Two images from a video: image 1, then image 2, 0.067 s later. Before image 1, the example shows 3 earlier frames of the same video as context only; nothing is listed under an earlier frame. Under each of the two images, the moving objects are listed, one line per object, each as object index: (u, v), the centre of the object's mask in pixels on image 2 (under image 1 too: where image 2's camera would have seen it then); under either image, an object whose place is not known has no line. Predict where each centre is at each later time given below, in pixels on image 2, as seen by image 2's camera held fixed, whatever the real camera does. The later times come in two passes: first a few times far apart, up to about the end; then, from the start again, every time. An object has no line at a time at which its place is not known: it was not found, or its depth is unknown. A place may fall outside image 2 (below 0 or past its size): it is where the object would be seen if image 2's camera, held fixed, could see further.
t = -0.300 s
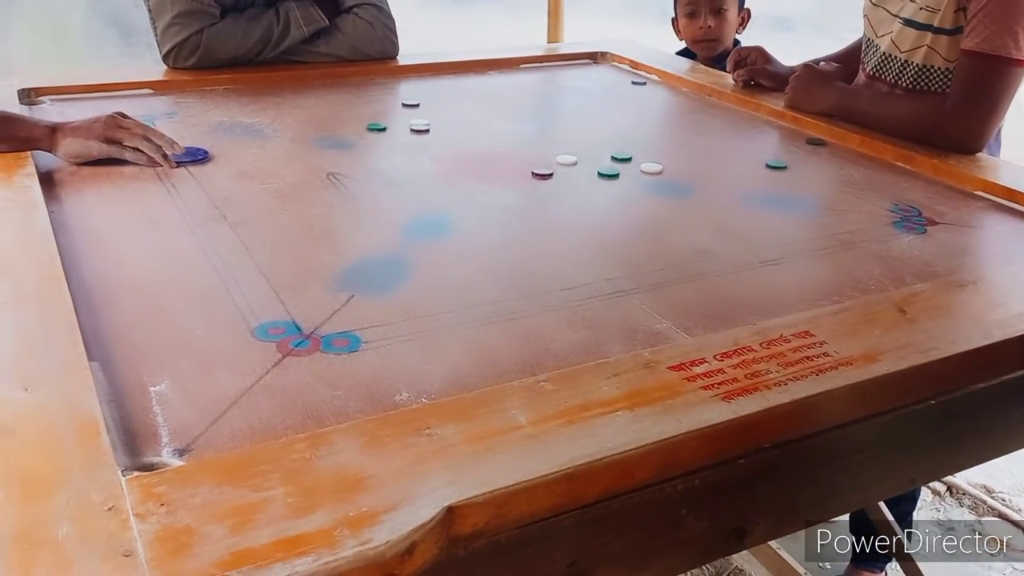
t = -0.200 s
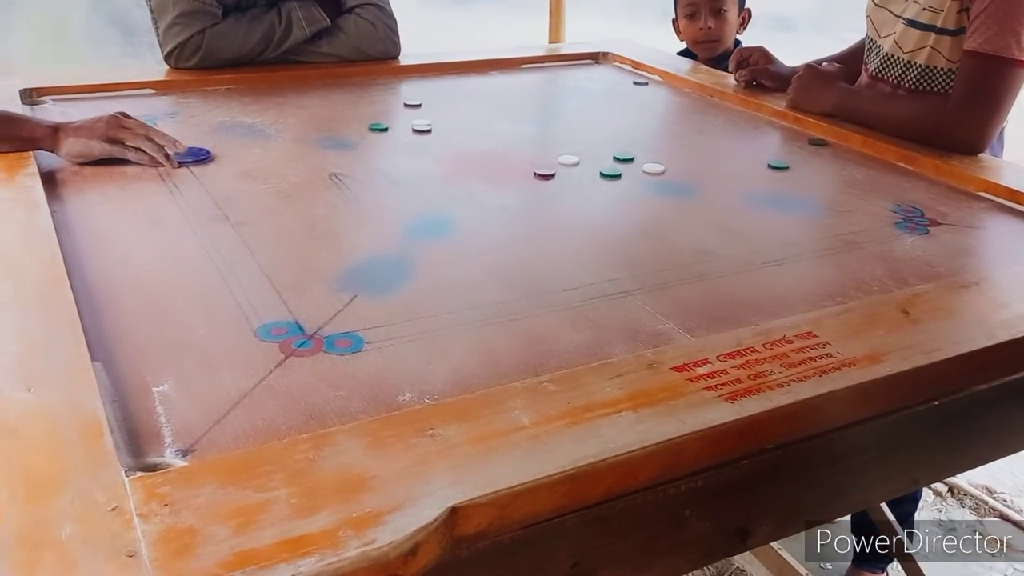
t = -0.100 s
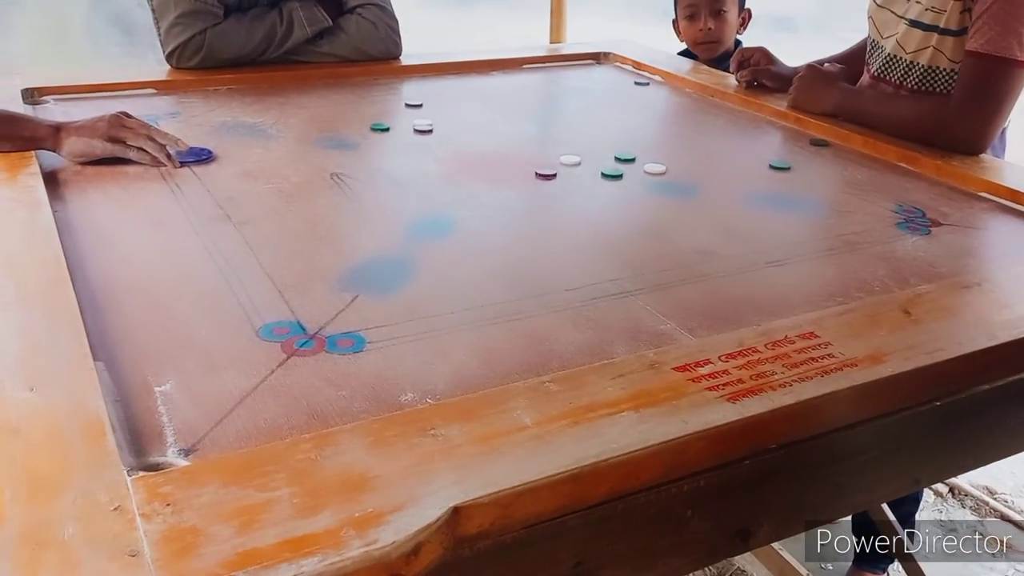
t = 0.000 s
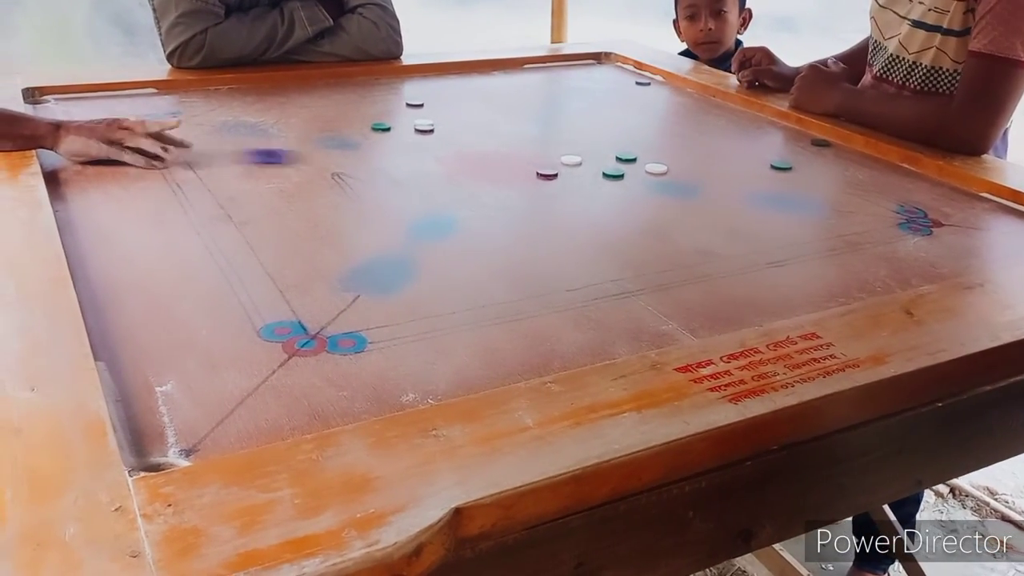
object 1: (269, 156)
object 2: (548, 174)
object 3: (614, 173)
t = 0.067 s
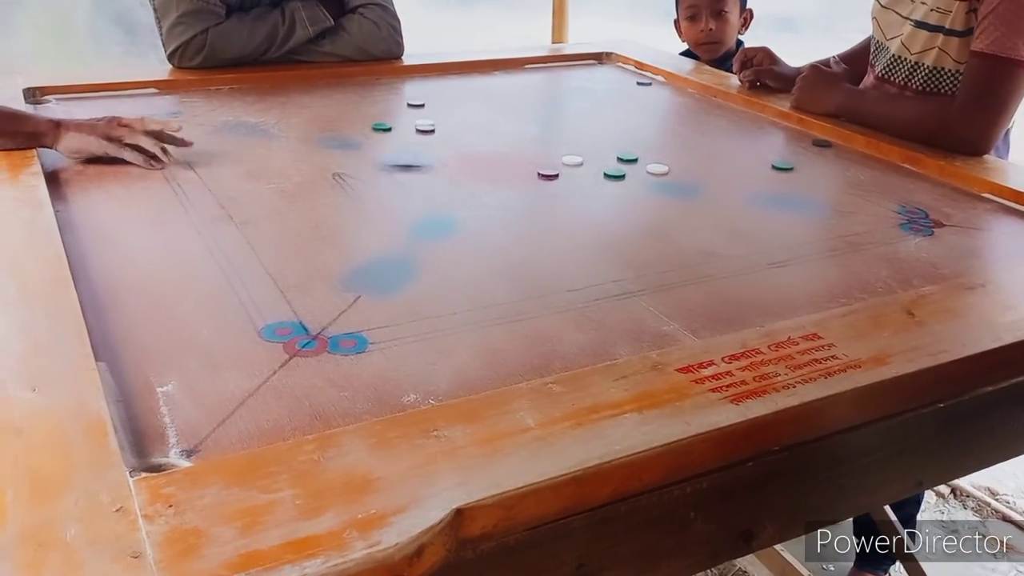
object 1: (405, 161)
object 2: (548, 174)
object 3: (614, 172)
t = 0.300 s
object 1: (693, 159)
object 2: (717, 250)
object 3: (626, 181)
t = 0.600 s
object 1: (787, 141)
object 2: (714, 301)
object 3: (634, 186)
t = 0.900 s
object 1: (799, 139)
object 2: (416, 387)
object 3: (634, 186)
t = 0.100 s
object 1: (473, 161)
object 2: (548, 174)
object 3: (614, 172)
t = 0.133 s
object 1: (535, 161)
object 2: (548, 174)
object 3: (614, 172)
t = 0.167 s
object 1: (581, 161)
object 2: (578, 189)
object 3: (614, 173)
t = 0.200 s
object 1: (616, 161)
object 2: (611, 203)
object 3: (615, 174)
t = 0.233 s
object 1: (645, 161)
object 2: (644, 218)
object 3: (620, 177)
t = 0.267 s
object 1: (670, 161)
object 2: (680, 234)
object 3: (623, 179)
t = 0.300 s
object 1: (693, 159)
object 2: (717, 250)
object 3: (626, 181)
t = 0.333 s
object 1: (715, 158)
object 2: (755, 267)
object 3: (629, 183)
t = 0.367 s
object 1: (730, 156)
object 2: (795, 284)
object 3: (631, 184)
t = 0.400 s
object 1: (739, 154)
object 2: (838, 300)
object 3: (633, 185)
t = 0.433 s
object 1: (747, 152)
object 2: (847, 298)
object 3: (634, 186)
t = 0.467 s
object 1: (757, 150)
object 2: (830, 289)
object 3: (634, 186)
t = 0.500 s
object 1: (764, 148)
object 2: (811, 275)
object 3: (634, 186)
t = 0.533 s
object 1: (779, 144)
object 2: (781, 279)
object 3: (634, 186)
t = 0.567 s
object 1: (783, 142)
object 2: (747, 291)
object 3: (634, 186)
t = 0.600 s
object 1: (787, 141)
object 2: (714, 301)
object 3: (634, 186)
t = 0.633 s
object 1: (790, 141)
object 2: (679, 312)
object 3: (634, 186)
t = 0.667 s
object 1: (793, 141)
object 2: (643, 321)
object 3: (634, 186)
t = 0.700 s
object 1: (796, 140)
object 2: (610, 331)
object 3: (634, 186)
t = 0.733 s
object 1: (797, 140)
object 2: (577, 341)
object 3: (634, 186)
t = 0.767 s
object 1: (798, 140)
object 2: (544, 349)
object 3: (634, 186)
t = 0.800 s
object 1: (798, 140)
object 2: (510, 360)
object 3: (634, 186)
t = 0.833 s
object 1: (799, 139)
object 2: (478, 370)
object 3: (634, 186)
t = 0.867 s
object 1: (799, 140)
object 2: (447, 378)
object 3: (634, 186)
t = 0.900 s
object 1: (799, 139)
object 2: (416, 387)
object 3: (634, 186)
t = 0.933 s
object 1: (799, 139)
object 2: (388, 396)
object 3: (634, 186)
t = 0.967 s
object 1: (799, 139)
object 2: (358, 405)
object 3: (634, 186)
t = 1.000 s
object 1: (799, 140)
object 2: (331, 412)
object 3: (634, 186)
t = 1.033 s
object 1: (799, 140)
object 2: (305, 420)
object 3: (634, 186)
